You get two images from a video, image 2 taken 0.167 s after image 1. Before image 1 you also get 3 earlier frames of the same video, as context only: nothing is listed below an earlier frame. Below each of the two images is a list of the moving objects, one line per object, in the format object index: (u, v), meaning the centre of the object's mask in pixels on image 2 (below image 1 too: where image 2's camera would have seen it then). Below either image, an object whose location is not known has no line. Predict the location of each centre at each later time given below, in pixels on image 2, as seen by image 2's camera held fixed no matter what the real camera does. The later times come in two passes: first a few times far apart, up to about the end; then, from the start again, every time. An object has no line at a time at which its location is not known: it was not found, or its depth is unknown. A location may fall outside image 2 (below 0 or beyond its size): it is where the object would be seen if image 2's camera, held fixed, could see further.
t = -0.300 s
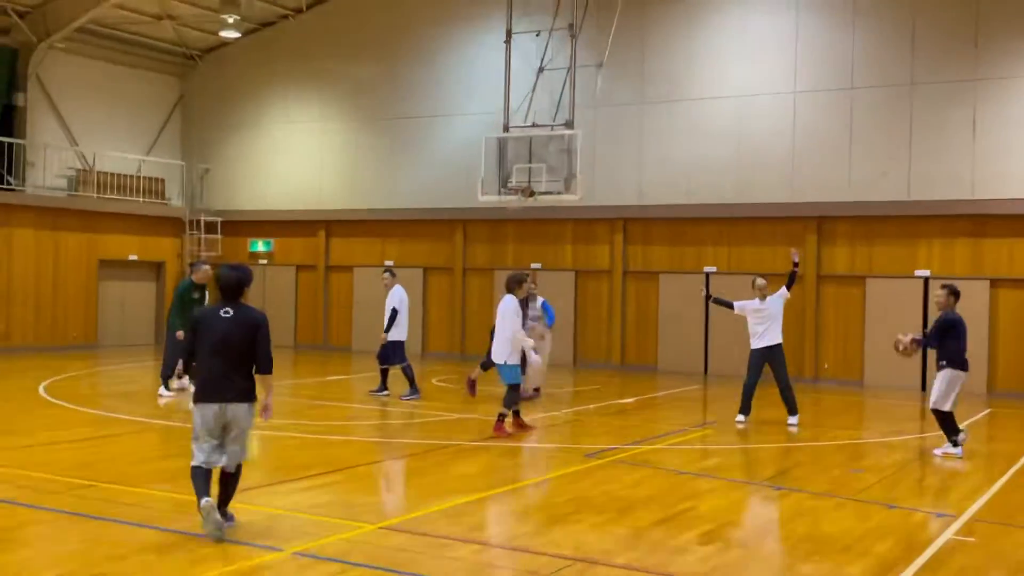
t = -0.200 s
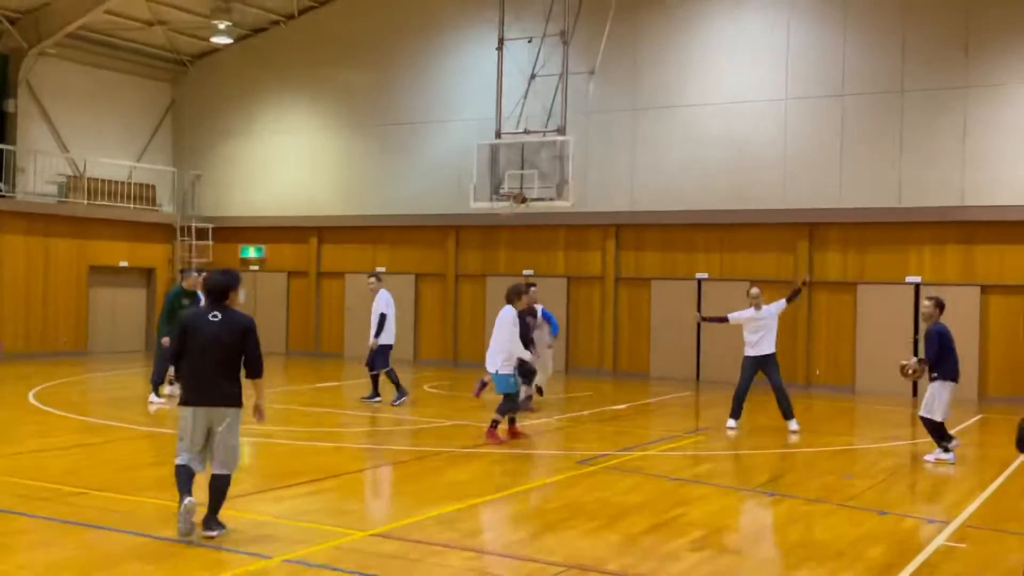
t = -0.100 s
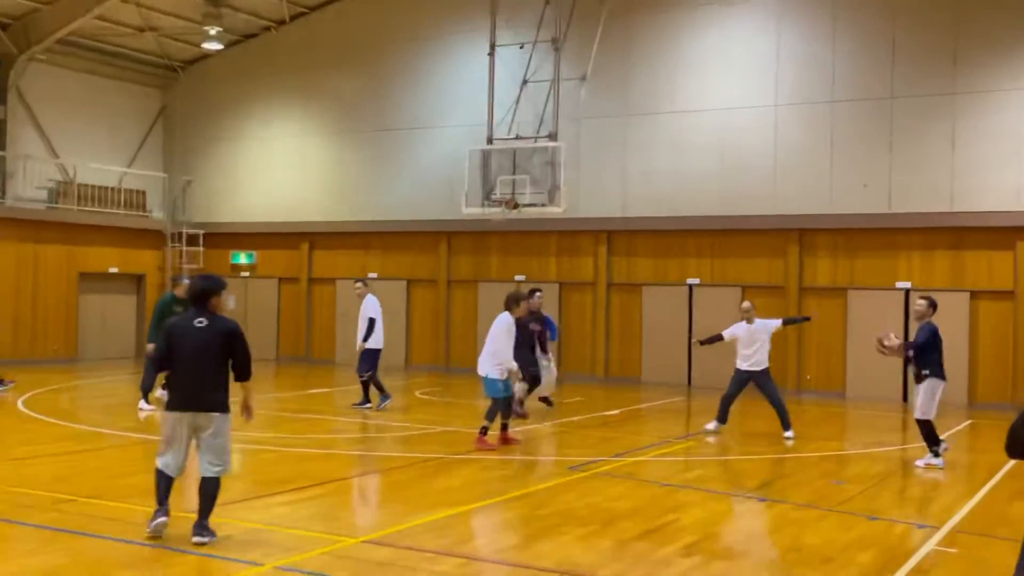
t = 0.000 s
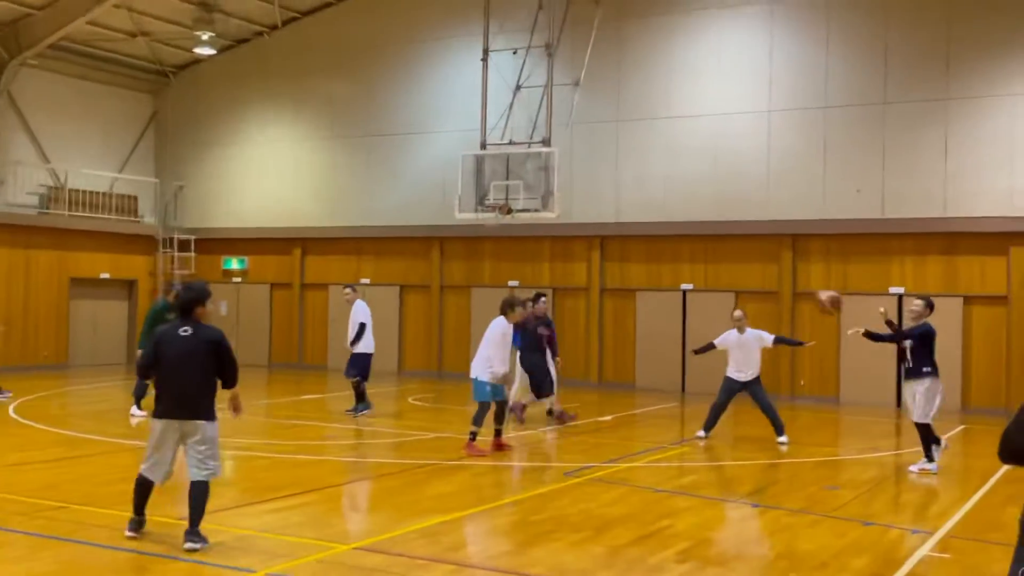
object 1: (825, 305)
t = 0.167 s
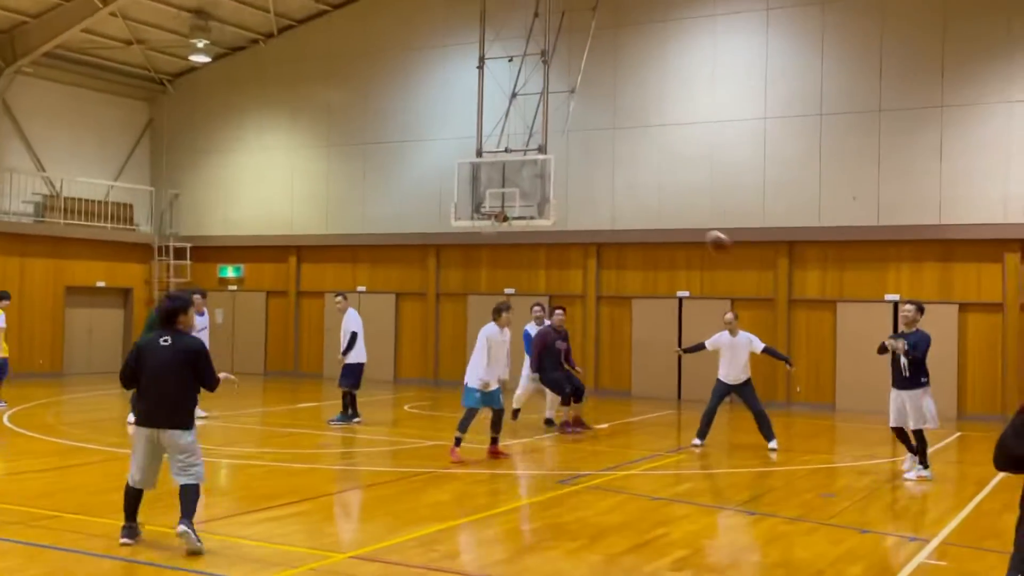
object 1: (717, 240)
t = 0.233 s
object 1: (675, 223)
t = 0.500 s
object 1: (483, 186)
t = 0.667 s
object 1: (346, 201)
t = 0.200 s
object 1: (697, 234)
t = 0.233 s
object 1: (675, 223)
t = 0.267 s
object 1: (651, 215)
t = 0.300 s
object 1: (628, 208)
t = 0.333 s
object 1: (605, 201)
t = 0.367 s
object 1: (580, 195)
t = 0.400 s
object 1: (558, 192)
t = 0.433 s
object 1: (535, 188)
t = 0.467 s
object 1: (508, 186)
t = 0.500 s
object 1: (483, 186)
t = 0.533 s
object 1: (457, 186)
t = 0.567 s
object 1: (429, 188)
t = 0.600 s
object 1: (402, 190)
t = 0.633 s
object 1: (376, 194)
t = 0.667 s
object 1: (346, 201)
